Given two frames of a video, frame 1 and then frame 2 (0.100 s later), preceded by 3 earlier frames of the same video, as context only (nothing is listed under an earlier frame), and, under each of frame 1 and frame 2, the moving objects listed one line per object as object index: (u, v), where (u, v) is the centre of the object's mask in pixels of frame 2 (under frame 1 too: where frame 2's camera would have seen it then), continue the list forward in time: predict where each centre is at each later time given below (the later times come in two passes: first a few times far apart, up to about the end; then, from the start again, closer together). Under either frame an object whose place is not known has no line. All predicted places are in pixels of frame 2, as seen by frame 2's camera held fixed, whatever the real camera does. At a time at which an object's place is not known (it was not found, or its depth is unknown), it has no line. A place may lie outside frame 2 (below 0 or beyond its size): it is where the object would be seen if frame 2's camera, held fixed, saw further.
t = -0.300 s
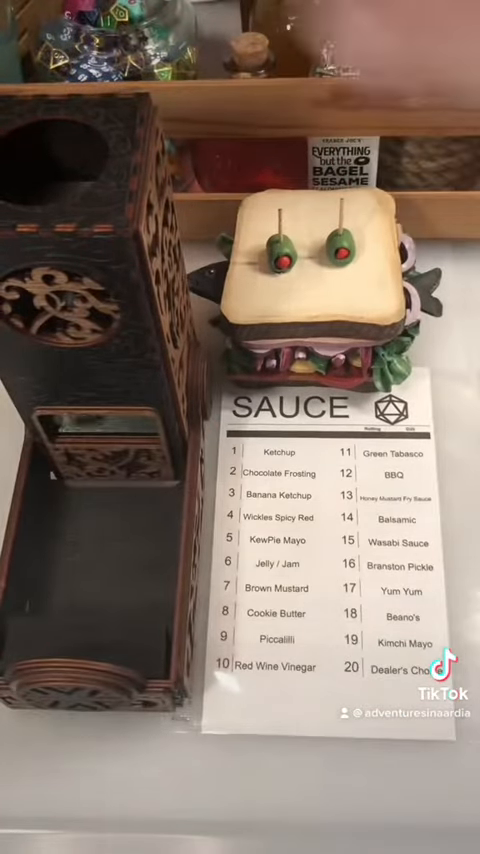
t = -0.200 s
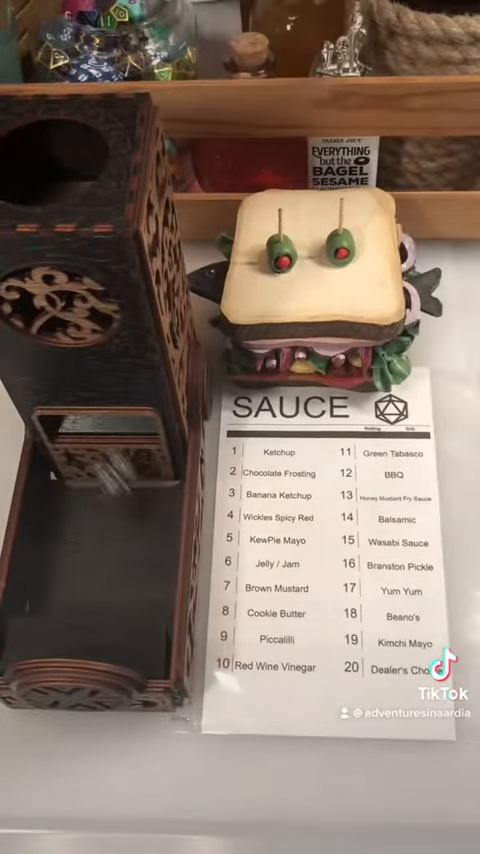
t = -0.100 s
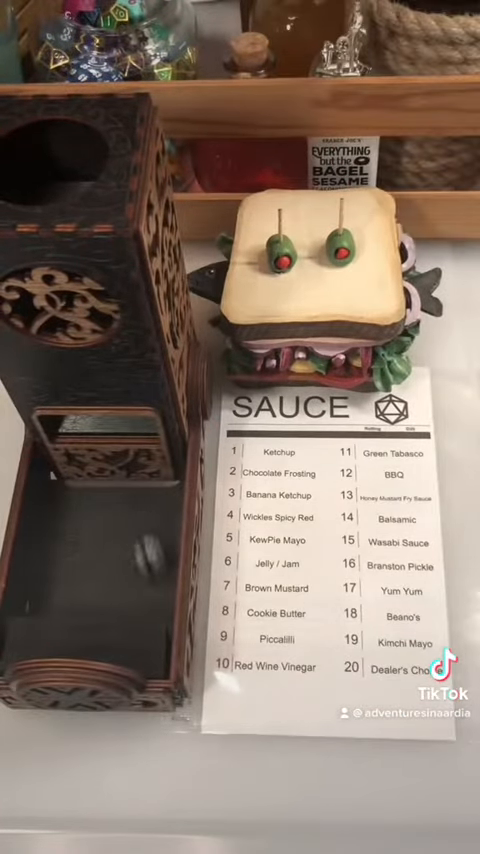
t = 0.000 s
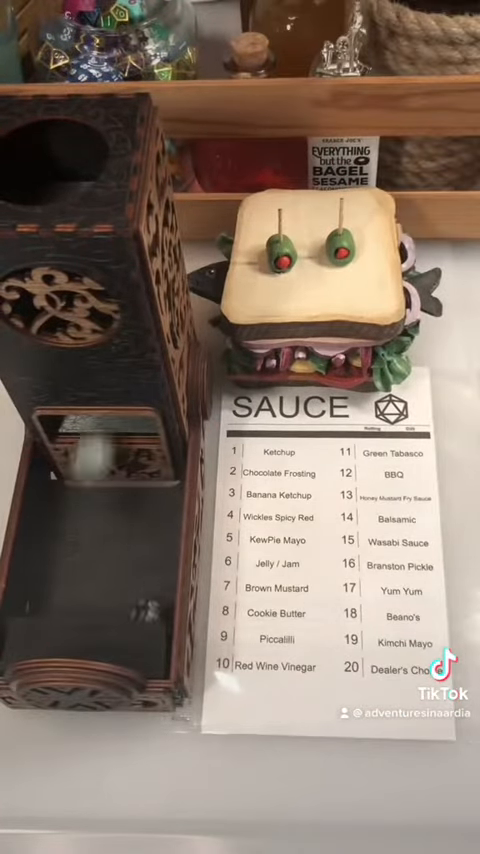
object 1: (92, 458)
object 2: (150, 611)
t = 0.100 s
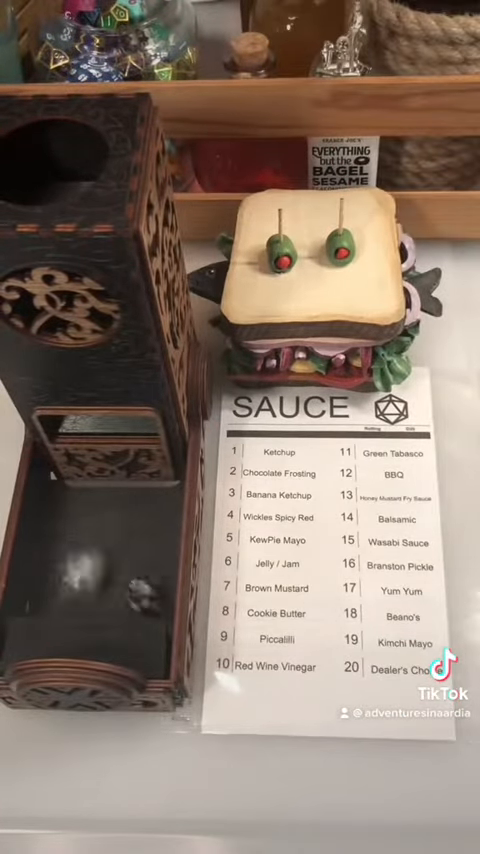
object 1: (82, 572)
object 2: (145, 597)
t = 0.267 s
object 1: (98, 585)
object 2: (140, 568)
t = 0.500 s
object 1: (110, 569)
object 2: (161, 552)
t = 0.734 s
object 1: (109, 569)
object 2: (161, 551)
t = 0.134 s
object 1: (77, 597)
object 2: (143, 587)
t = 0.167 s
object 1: (78, 606)
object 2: (140, 581)
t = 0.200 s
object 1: (87, 598)
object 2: (140, 579)
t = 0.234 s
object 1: (94, 591)
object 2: (140, 571)
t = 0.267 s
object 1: (98, 585)
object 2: (140, 568)
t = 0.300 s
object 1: (102, 580)
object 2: (148, 564)
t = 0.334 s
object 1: (107, 574)
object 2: (152, 560)
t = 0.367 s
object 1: (110, 570)
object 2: (156, 555)
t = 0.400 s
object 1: (110, 569)
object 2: (159, 553)
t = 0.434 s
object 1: (110, 569)
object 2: (161, 551)
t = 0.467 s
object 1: (110, 569)
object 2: (161, 552)
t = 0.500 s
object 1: (110, 569)
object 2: (161, 552)
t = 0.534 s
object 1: (110, 569)
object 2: (161, 552)
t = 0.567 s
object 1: (110, 569)
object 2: (161, 552)
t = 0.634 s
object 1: (110, 569)
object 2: (161, 552)
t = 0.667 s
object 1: (110, 569)
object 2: (161, 552)
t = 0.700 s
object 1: (110, 569)
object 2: (161, 552)
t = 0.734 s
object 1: (109, 569)
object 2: (161, 551)
